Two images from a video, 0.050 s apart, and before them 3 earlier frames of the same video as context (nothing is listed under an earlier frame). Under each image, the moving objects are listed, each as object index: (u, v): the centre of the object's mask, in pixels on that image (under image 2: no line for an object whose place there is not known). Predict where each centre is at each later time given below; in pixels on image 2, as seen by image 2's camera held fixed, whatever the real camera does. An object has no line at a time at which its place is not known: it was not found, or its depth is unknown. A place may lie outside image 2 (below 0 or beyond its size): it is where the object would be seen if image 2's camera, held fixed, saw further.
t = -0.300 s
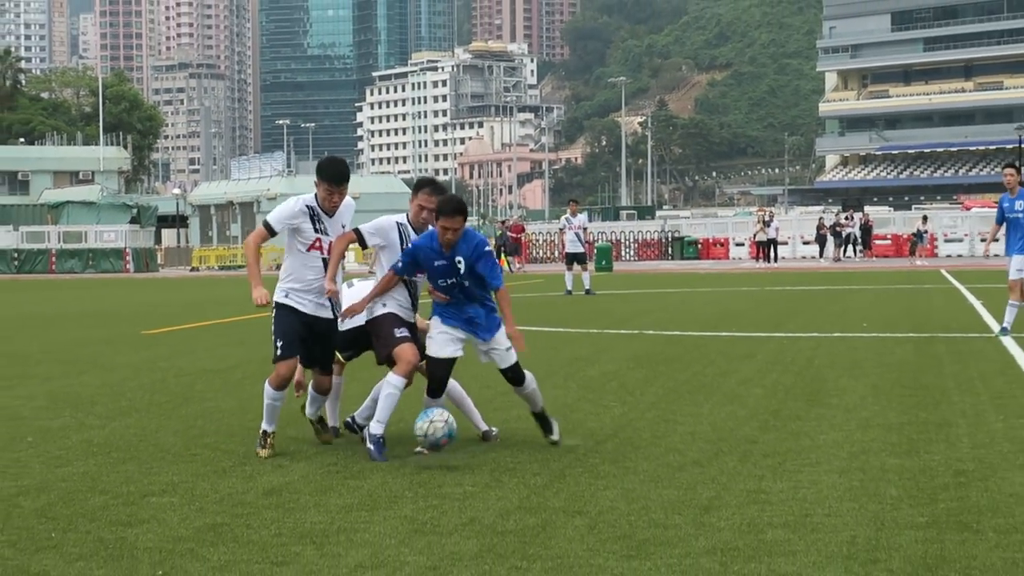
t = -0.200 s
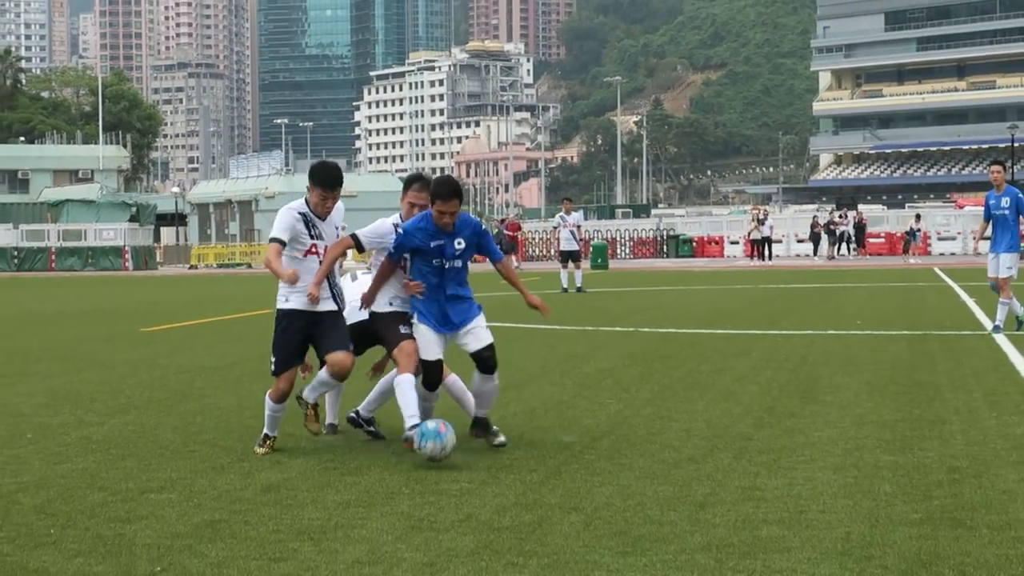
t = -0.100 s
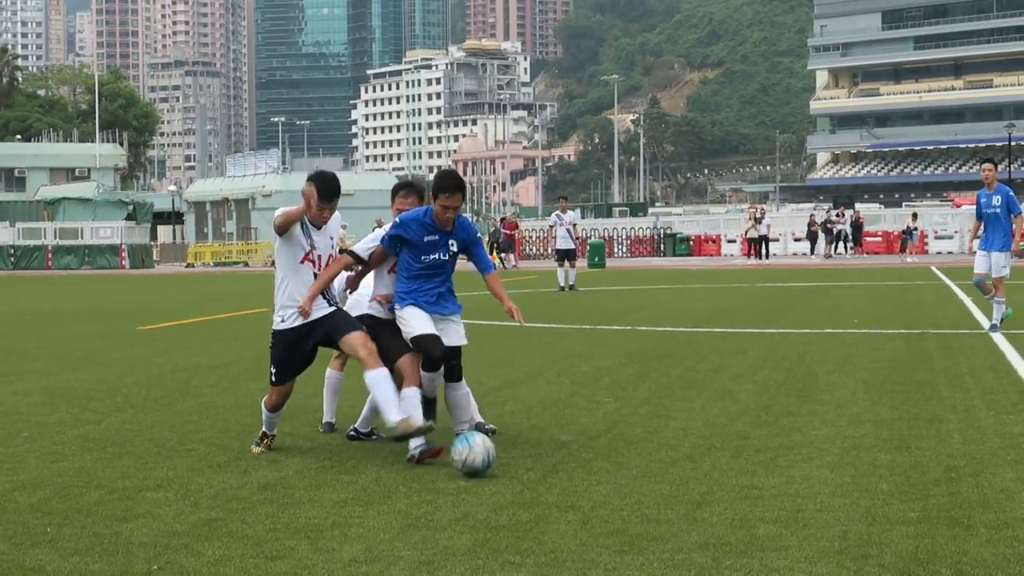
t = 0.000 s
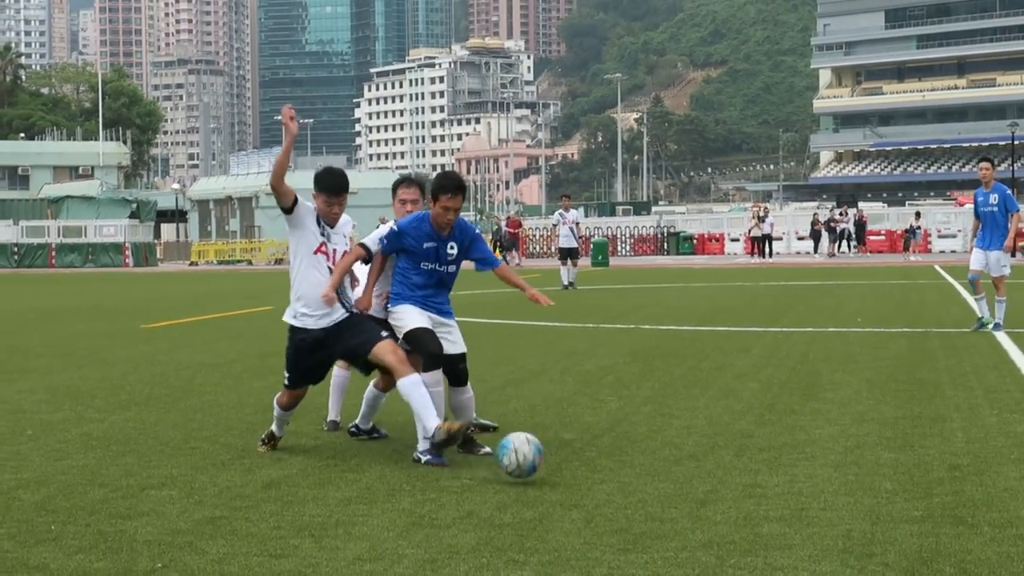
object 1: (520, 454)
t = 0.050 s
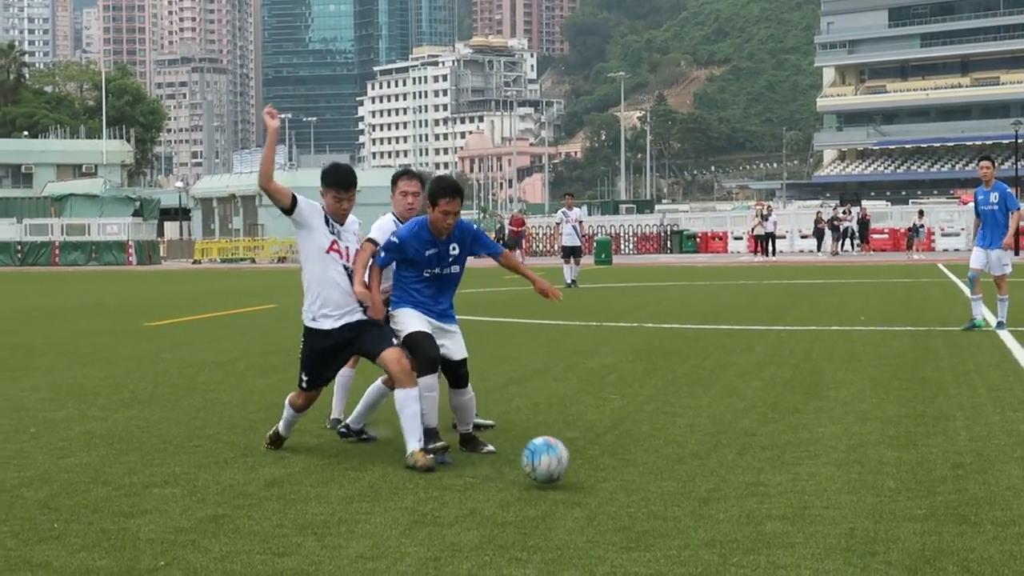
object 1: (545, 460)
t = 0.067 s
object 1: (552, 464)
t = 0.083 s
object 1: (560, 467)
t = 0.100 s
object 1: (568, 471)
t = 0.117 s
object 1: (575, 472)
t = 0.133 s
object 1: (583, 472)
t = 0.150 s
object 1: (591, 473)
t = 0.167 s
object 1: (598, 476)
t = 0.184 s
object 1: (606, 478)
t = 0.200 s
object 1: (614, 481)
